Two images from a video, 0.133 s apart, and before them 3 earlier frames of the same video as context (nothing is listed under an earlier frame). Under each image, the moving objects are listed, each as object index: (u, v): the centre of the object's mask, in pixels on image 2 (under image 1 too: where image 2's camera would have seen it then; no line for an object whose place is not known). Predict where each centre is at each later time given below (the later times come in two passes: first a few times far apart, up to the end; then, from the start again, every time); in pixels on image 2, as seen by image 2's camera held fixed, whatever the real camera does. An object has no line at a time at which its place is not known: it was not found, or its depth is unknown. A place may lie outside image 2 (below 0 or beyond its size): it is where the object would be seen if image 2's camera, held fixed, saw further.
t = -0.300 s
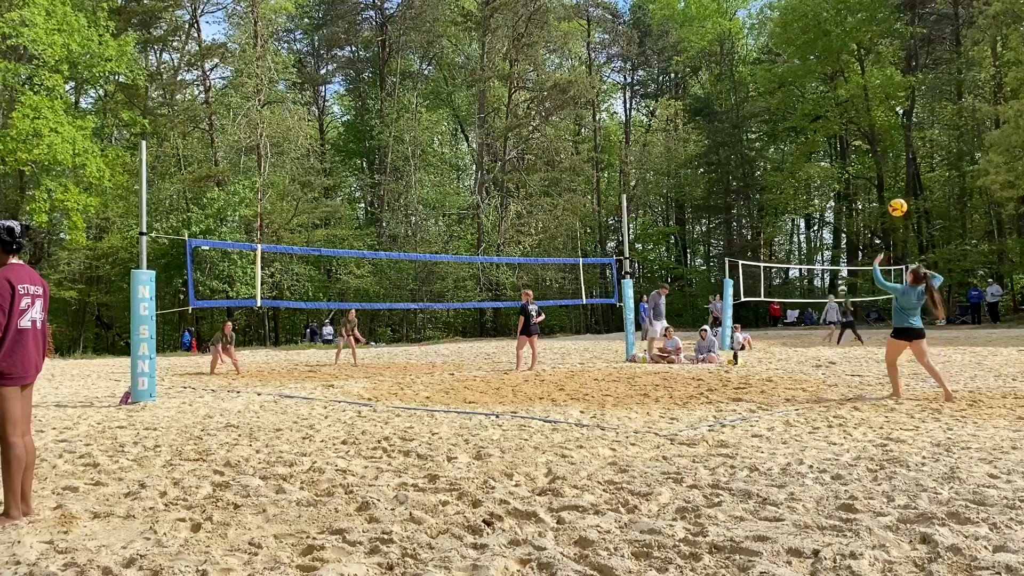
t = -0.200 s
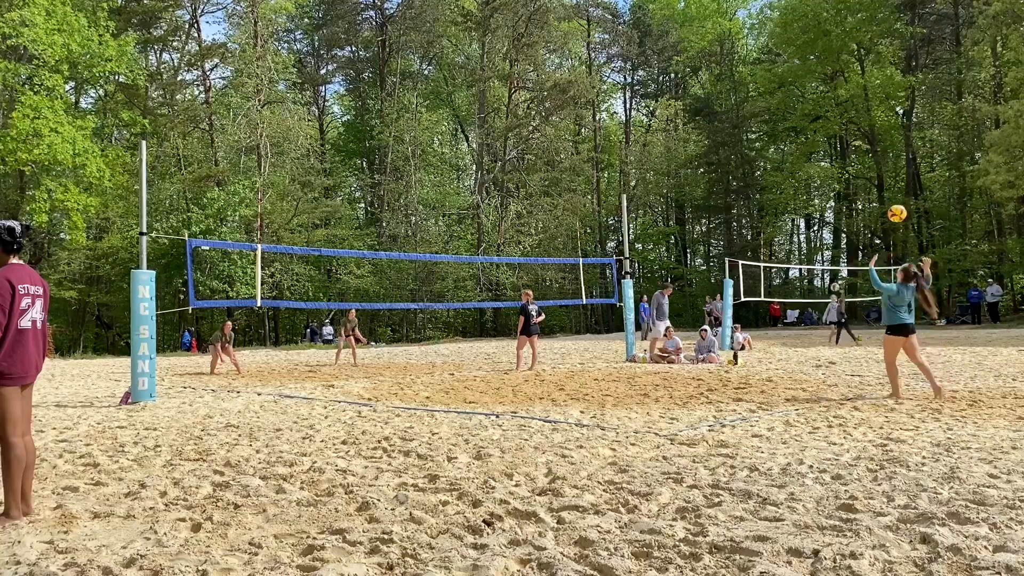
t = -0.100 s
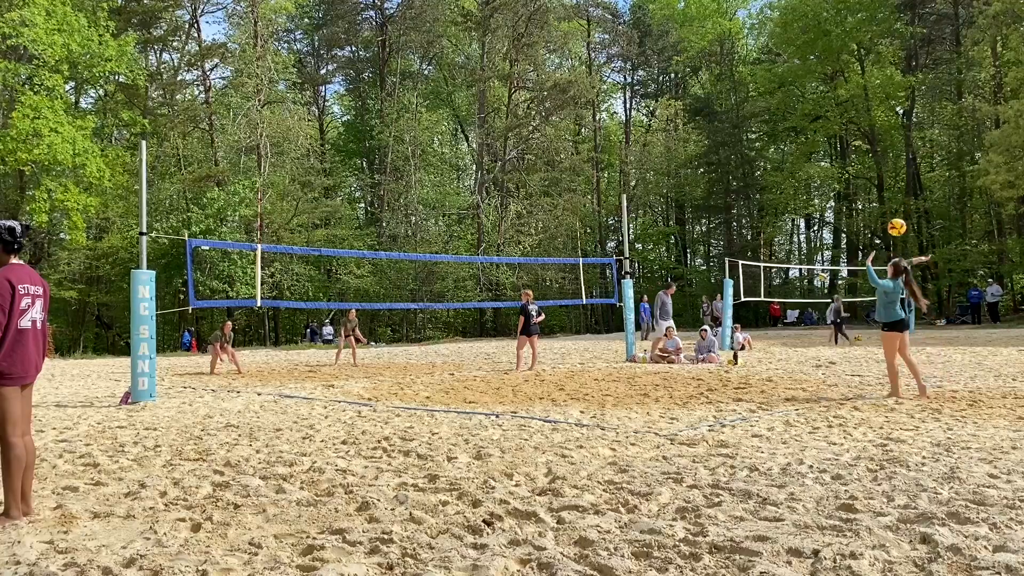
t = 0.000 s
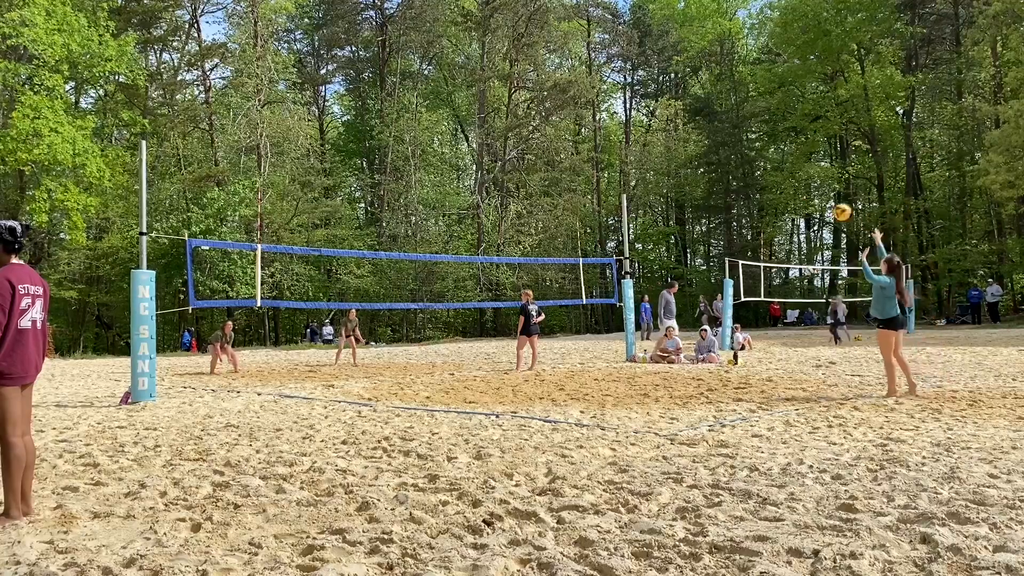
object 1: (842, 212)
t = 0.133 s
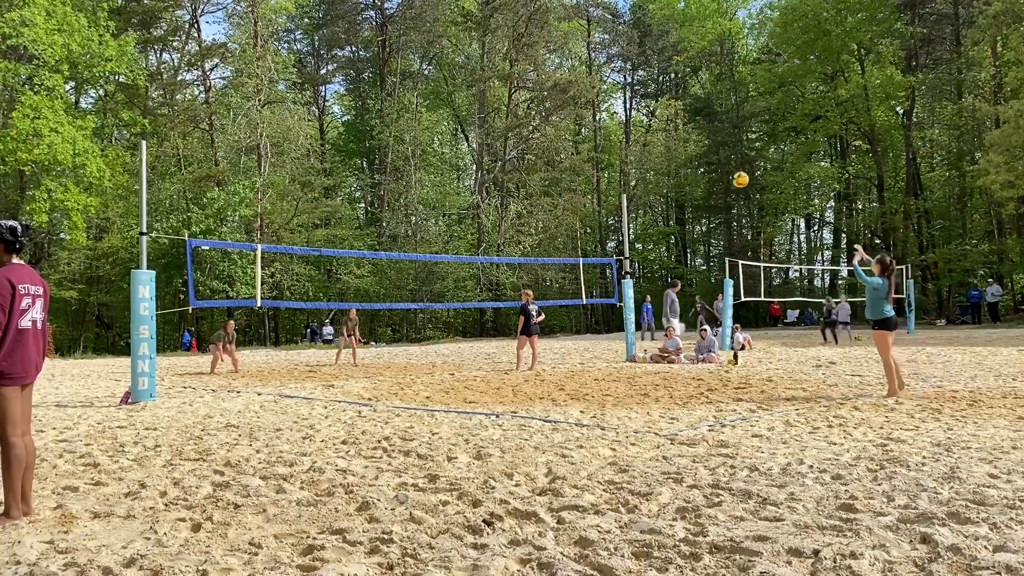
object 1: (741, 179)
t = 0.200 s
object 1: (697, 171)
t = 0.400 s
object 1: (586, 167)
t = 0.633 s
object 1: (485, 190)
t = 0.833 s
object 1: (417, 227)
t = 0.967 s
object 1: (381, 251)
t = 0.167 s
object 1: (718, 175)
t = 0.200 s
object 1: (697, 171)
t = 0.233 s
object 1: (676, 168)
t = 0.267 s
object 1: (656, 167)
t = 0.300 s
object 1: (638, 165)
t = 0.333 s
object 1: (620, 165)
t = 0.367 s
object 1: (603, 165)
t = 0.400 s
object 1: (586, 167)
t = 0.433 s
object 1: (570, 168)
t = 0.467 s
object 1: (555, 171)
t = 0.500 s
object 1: (540, 174)
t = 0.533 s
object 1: (526, 177)
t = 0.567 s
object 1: (511, 181)
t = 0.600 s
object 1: (499, 185)
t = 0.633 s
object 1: (485, 190)
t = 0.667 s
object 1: (473, 195)
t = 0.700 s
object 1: (462, 201)
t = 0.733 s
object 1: (449, 207)
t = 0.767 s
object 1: (438, 213)
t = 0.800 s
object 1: (428, 220)
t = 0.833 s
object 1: (417, 227)
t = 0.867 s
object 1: (406, 234)
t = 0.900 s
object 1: (396, 242)
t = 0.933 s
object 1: (391, 246)
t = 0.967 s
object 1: (381, 251)
